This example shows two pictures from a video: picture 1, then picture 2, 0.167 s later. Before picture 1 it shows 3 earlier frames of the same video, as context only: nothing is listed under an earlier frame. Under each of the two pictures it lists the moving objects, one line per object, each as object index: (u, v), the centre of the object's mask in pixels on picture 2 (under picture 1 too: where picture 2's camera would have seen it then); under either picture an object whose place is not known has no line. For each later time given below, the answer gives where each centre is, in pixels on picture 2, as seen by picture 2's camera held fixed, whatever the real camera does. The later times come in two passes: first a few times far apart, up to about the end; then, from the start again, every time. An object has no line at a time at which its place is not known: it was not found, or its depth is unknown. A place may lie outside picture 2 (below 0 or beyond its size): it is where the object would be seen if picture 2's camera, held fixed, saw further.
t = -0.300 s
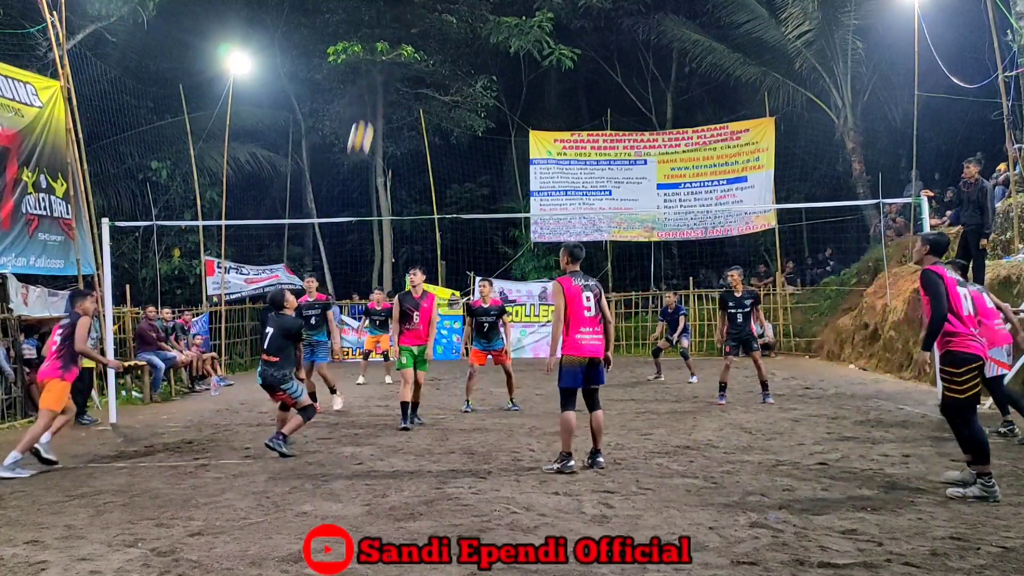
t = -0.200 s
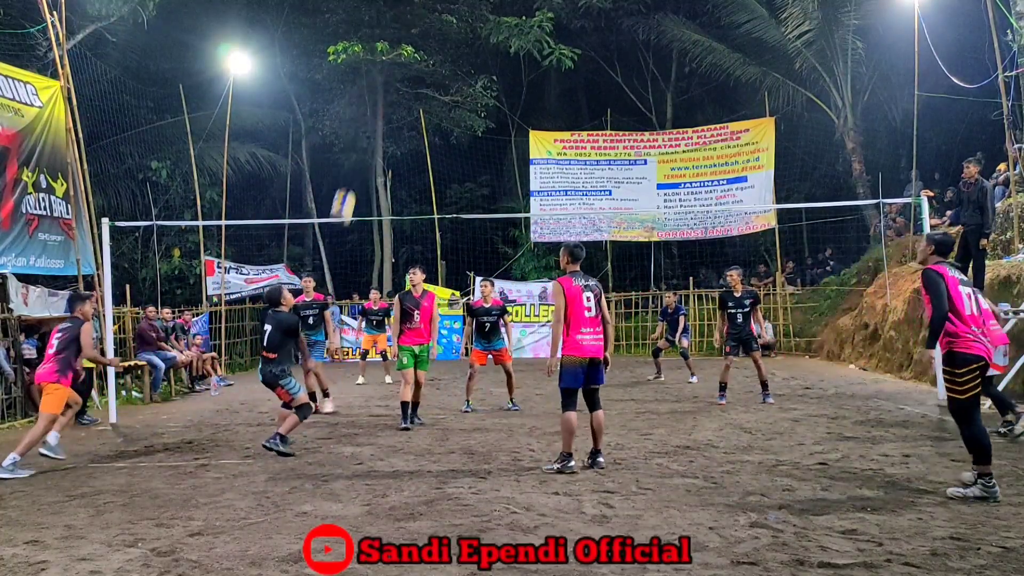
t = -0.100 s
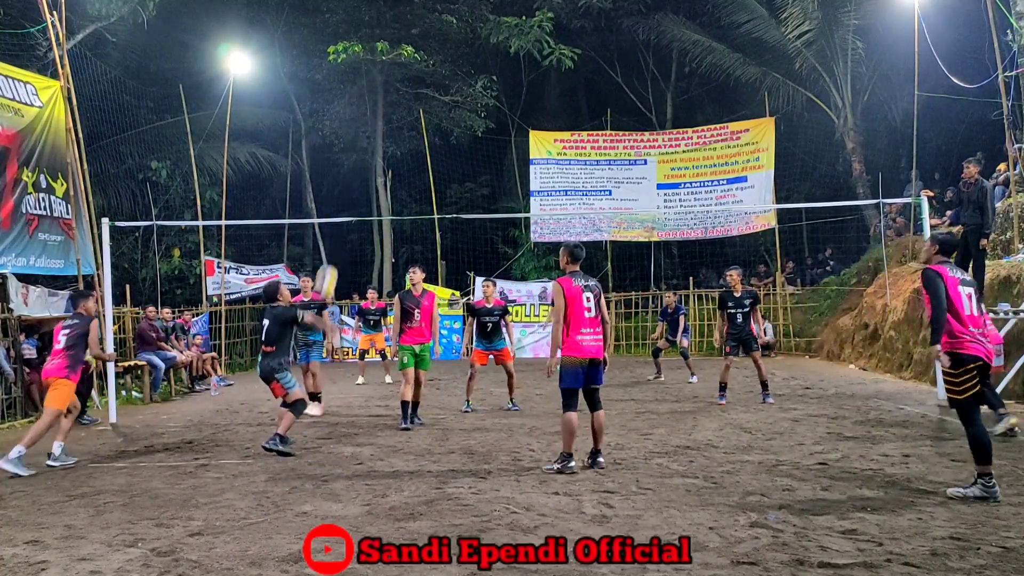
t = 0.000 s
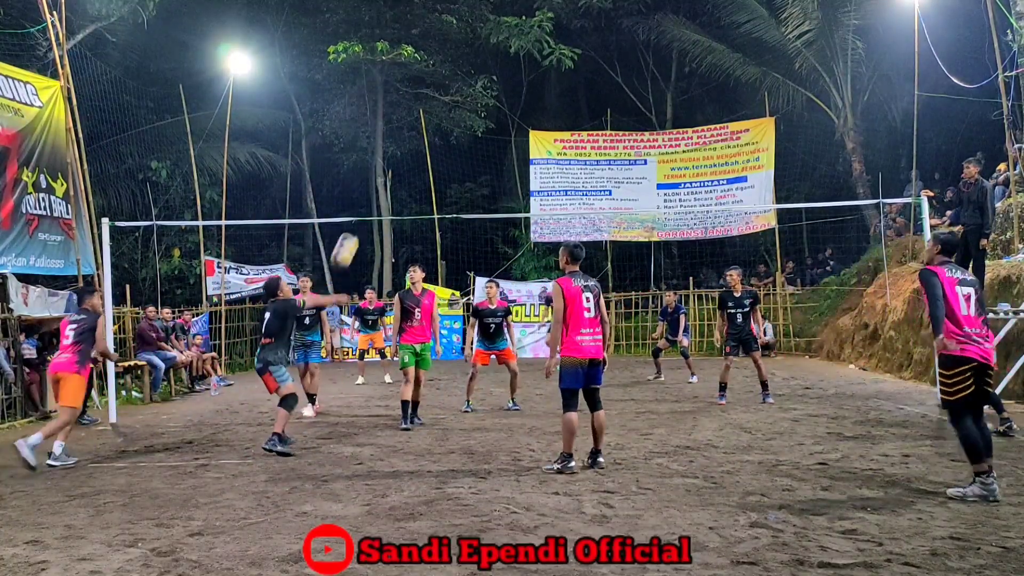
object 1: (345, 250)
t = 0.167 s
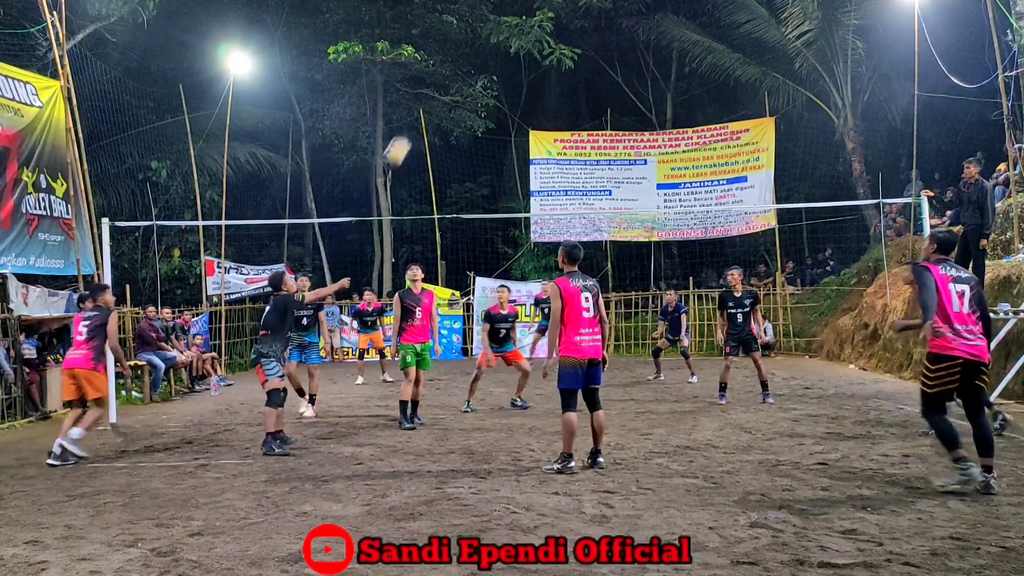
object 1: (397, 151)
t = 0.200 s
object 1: (408, 133)
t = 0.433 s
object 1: (479, 50)
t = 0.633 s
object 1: (538, 20)
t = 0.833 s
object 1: (595, 28)
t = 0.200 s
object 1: (408, 133)
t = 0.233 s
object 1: (419, 118)
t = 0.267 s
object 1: (429, 104)
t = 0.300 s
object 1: (439, 90)
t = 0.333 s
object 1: (450, 79)
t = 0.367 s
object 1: (459, 68)
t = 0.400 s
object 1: (469, 59)
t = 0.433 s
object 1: (479, 50)
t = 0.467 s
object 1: (489, 42)
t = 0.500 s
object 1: (499, 36)
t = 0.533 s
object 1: (509, 31)
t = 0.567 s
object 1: (519, 26)
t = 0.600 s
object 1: (529, 23)
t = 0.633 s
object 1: (538, 20)
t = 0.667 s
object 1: (548, 19)
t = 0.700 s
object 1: (557, 19)
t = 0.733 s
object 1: (567, 19)
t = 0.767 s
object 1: (576, 21)
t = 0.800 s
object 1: (585, 24)
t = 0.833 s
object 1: (595, 28)
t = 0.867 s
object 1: (604, 34)
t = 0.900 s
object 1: (614, 40)
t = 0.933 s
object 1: (623, 46)
